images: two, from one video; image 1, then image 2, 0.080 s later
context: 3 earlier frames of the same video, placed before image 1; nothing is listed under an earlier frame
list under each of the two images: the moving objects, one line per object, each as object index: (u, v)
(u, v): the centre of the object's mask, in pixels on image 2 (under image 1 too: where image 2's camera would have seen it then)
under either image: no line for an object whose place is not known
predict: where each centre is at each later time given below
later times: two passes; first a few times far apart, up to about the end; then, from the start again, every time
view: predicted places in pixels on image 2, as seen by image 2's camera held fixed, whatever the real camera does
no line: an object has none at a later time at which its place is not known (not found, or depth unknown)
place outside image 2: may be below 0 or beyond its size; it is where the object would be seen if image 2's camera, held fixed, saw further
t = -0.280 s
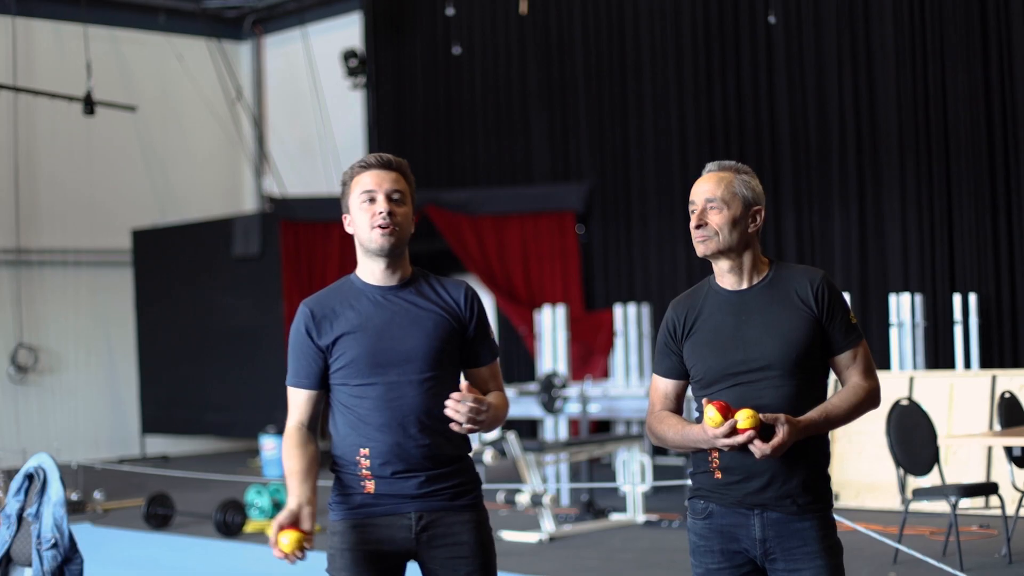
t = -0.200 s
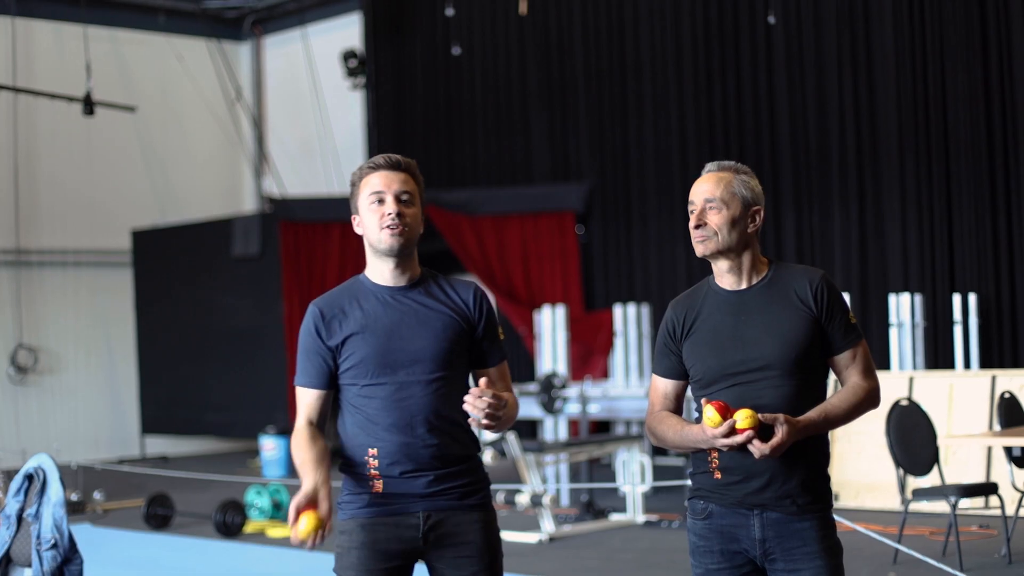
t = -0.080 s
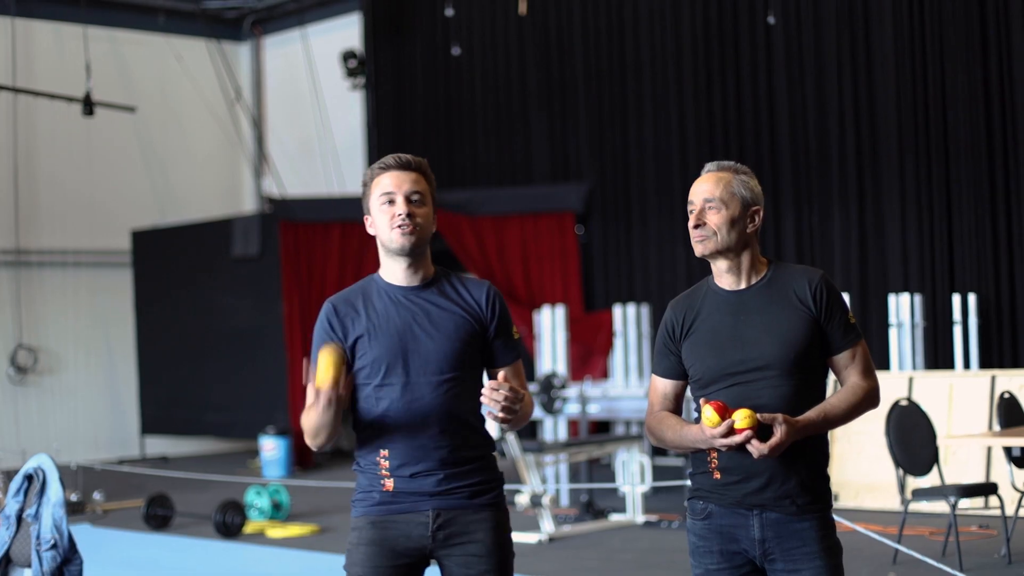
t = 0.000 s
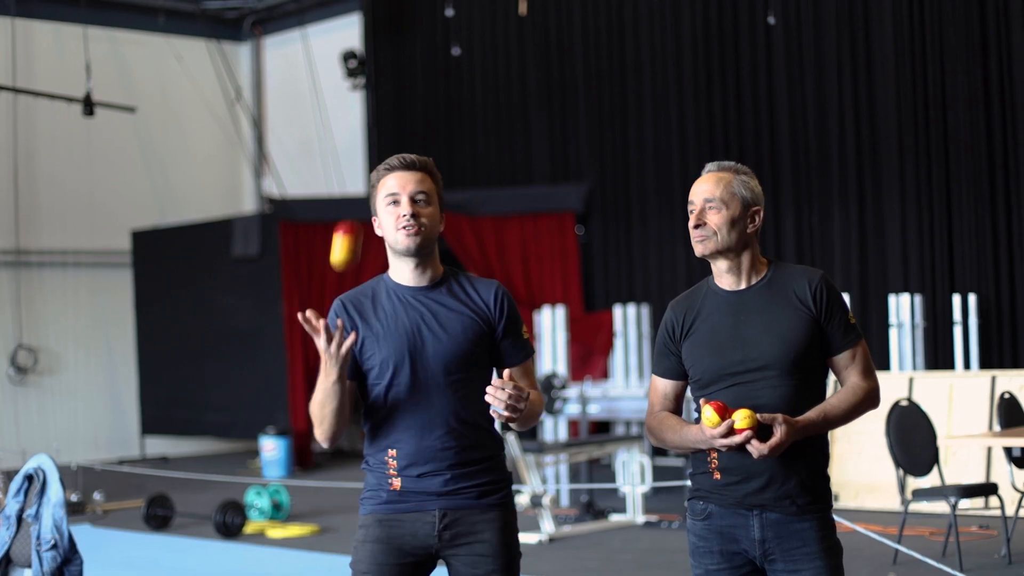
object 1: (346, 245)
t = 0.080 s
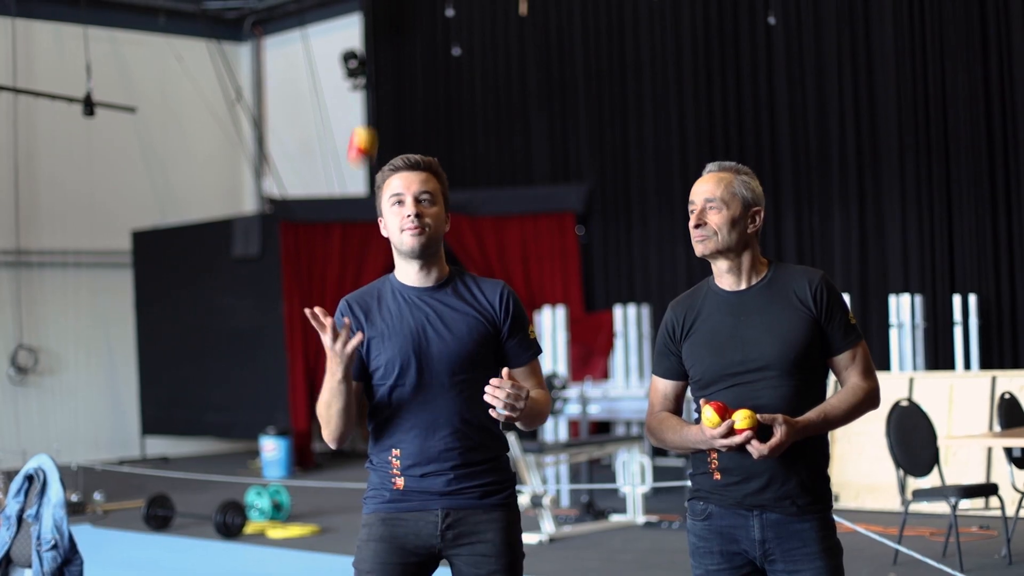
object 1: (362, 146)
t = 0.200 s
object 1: (388, 50)
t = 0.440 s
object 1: (447, 35)
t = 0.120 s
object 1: (371, 106)
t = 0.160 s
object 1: (379, 75)
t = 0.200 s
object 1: (388, 50)
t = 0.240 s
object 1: (397, 30)
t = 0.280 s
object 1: (407, 18)
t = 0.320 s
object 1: (416, 13)
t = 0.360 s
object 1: (426, 13)
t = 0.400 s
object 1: (436, 21)
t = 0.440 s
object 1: (447, 35)
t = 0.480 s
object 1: (458, 59)
